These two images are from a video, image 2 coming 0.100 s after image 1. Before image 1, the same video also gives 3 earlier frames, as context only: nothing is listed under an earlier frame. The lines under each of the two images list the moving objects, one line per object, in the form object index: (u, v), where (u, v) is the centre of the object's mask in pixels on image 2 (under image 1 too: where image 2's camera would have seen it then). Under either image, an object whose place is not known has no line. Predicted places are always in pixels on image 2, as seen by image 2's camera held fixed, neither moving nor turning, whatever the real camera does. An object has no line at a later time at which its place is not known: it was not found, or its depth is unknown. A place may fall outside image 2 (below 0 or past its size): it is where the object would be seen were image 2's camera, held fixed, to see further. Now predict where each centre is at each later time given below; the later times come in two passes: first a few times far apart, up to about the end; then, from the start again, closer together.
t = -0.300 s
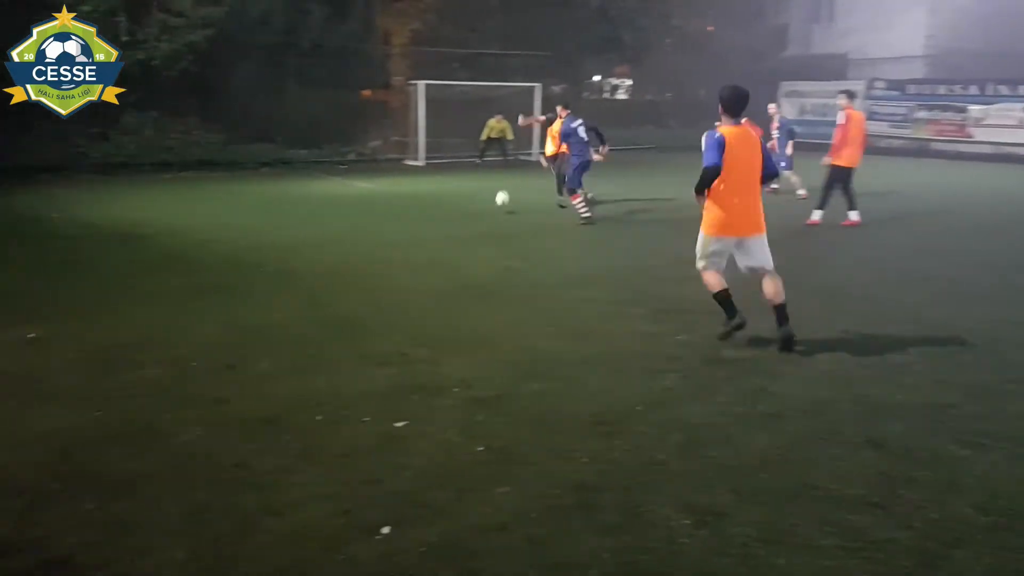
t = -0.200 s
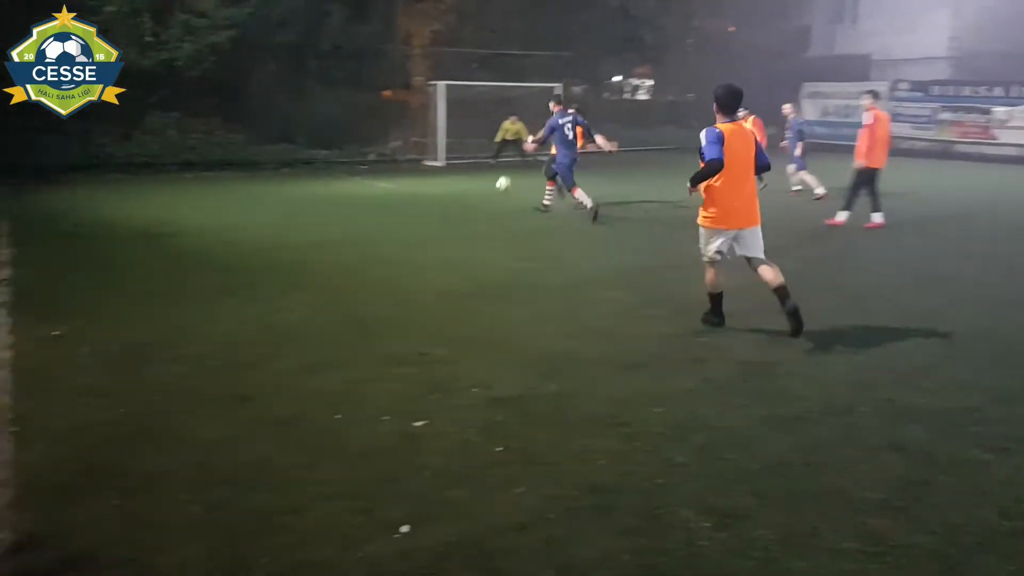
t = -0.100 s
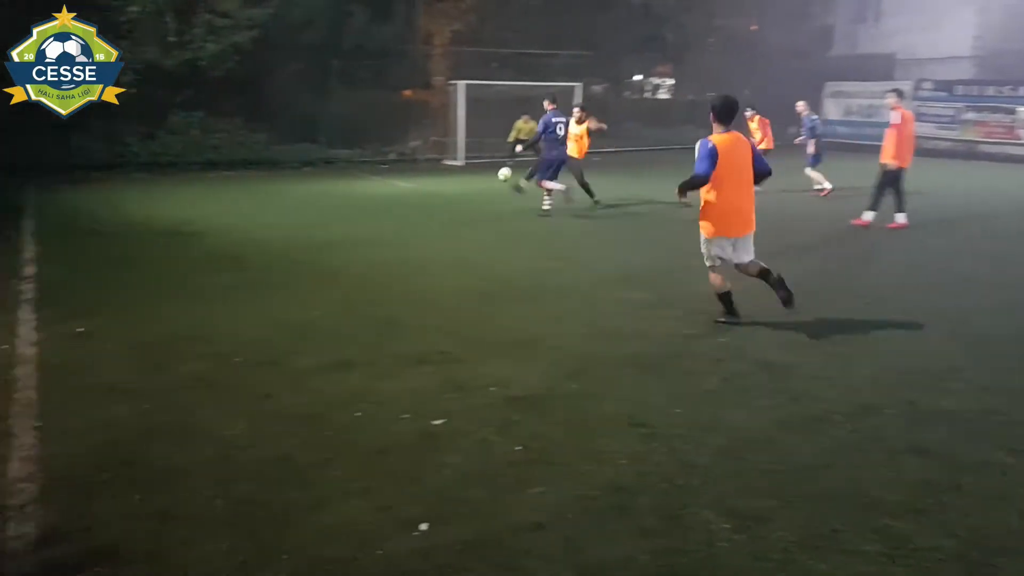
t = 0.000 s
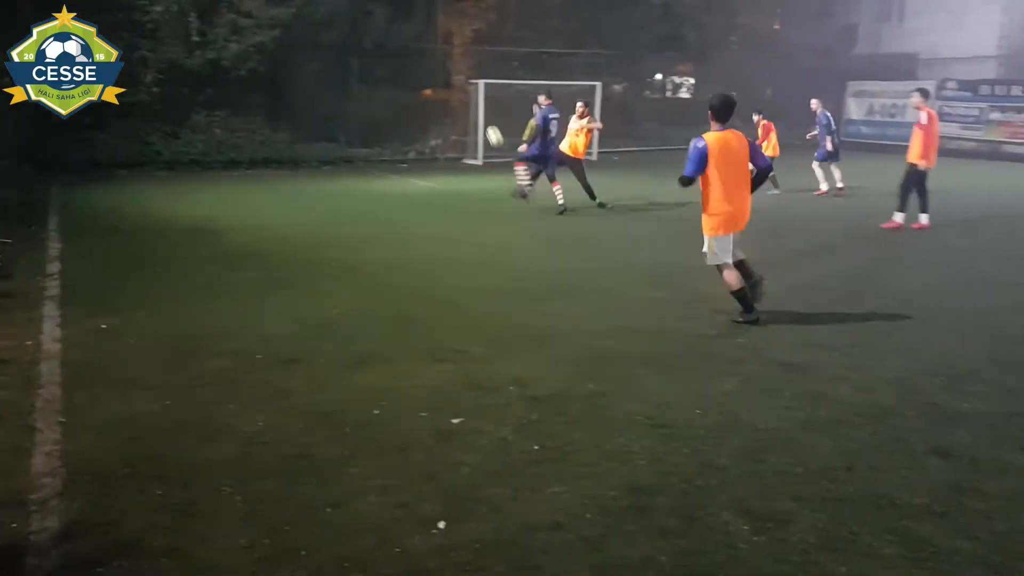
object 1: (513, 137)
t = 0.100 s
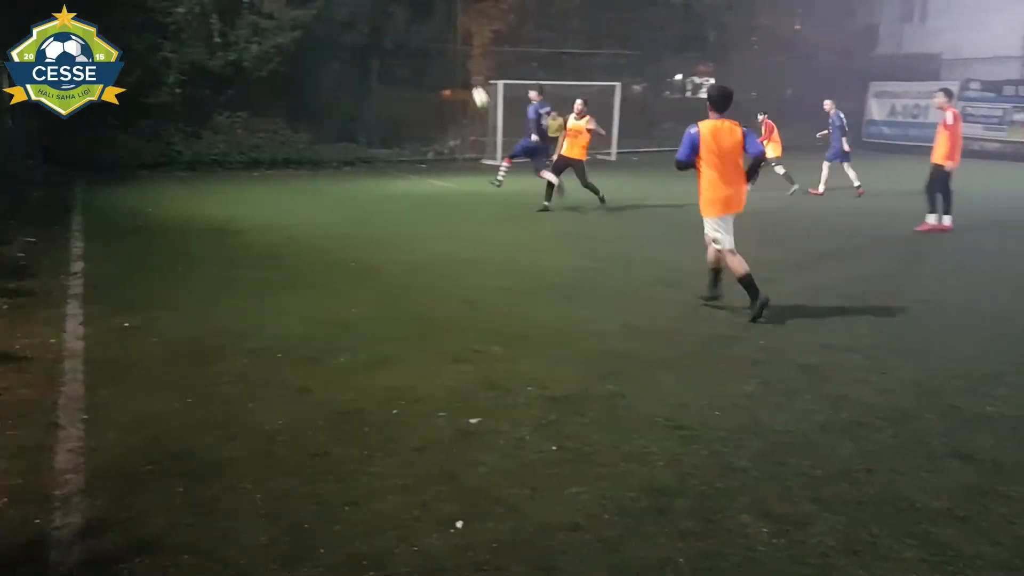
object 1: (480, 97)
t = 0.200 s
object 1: (447, 64)
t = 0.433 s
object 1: (369, 10)
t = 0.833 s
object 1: (234, 4)
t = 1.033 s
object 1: (168, 44)
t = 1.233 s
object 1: (106, 110)
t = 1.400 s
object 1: (56, 184)
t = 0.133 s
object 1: (469, 85)
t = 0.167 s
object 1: (459, 75)
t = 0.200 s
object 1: (447, 64)
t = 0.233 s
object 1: (436, 54)
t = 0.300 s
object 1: (414, 37)
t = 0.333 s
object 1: (402, 28)
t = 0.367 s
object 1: (391, 22)
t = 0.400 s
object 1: (380, 16)
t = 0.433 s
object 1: (369, 10)
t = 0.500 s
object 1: (346, 1)
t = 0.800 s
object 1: (245, 0)
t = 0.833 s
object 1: (234, 4)
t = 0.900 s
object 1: (212, 14)
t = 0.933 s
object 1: (201, 20)
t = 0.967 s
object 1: (190, 28)
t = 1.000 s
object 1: (179, 36)
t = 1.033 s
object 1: (168, 44)
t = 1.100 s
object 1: (147, 63)
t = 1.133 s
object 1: (137, 74)
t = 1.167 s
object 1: (127, 85)
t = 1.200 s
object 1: (117, 97)
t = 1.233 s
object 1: (106, 110)
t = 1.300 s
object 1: (86, 137)
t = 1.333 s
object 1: (76, 152)
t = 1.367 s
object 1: (66, 168)
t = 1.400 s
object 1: (56, 184)
